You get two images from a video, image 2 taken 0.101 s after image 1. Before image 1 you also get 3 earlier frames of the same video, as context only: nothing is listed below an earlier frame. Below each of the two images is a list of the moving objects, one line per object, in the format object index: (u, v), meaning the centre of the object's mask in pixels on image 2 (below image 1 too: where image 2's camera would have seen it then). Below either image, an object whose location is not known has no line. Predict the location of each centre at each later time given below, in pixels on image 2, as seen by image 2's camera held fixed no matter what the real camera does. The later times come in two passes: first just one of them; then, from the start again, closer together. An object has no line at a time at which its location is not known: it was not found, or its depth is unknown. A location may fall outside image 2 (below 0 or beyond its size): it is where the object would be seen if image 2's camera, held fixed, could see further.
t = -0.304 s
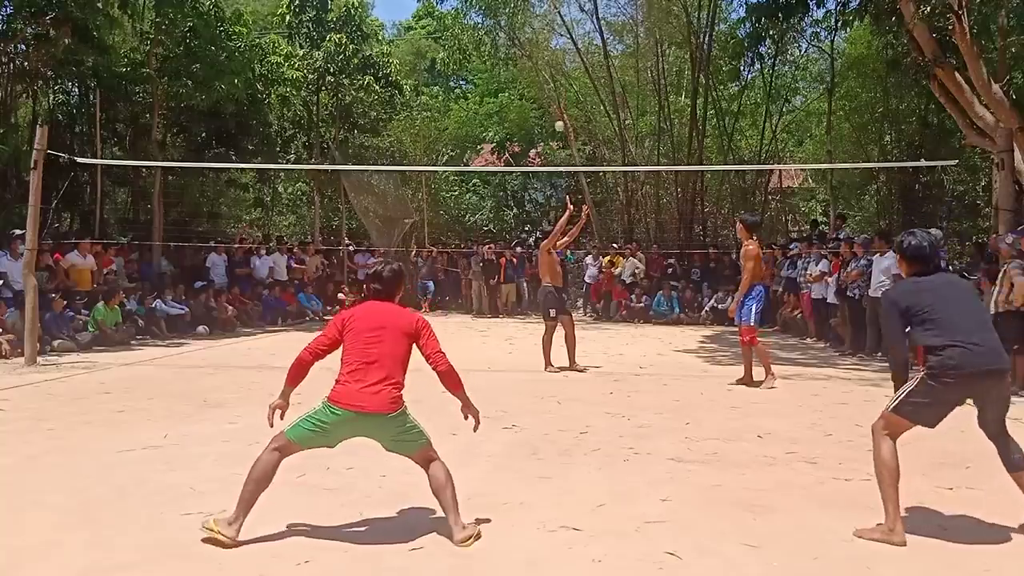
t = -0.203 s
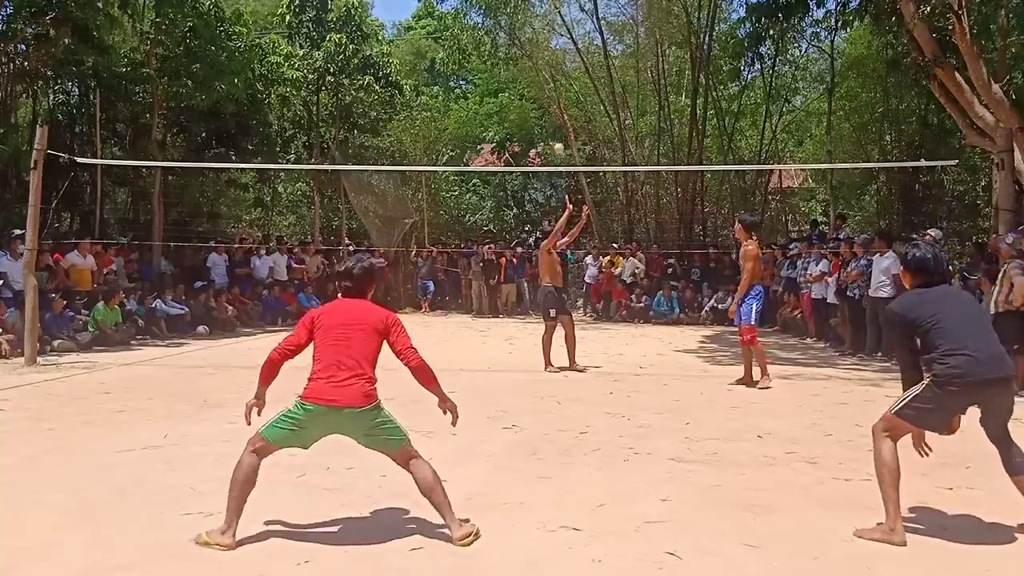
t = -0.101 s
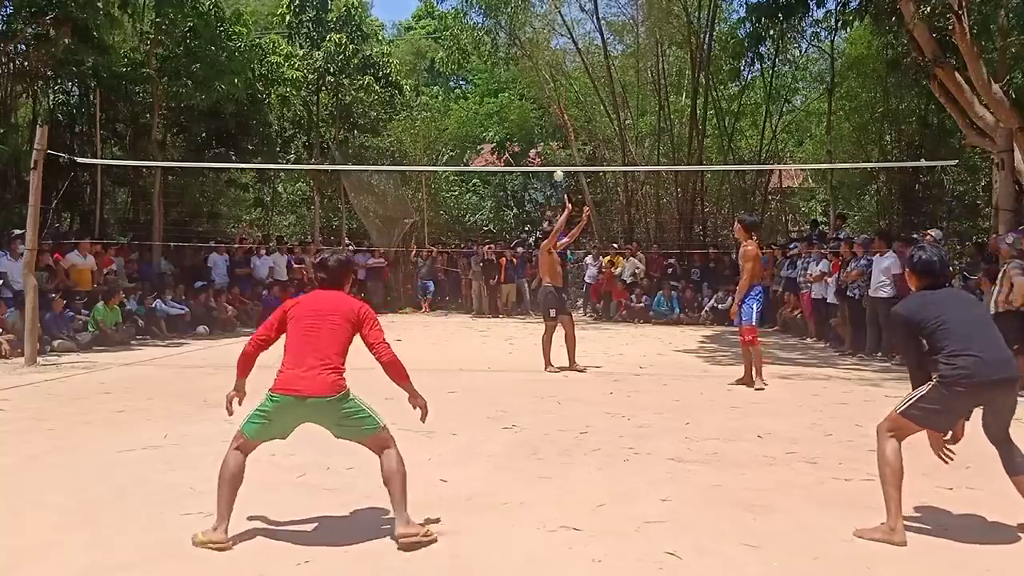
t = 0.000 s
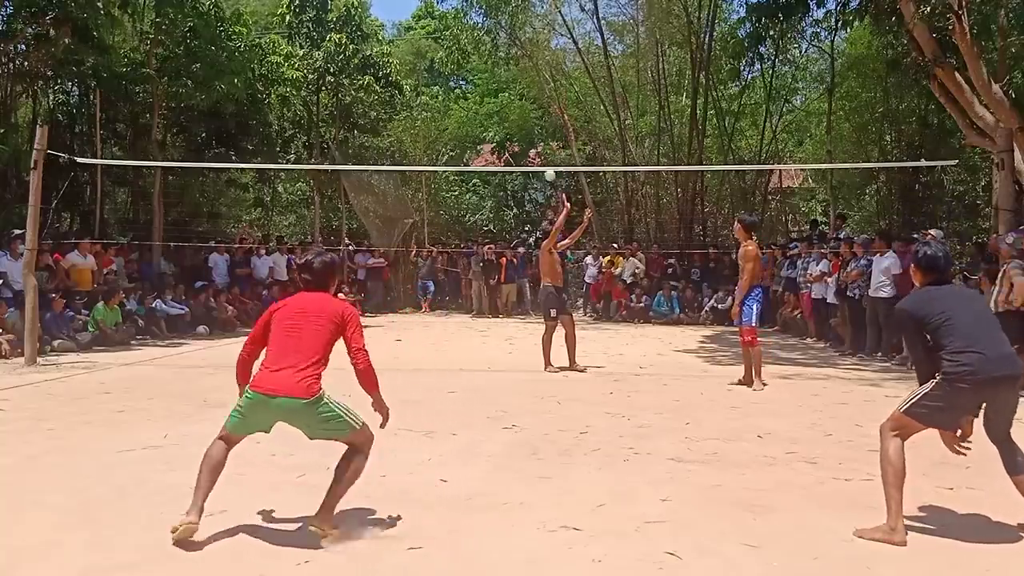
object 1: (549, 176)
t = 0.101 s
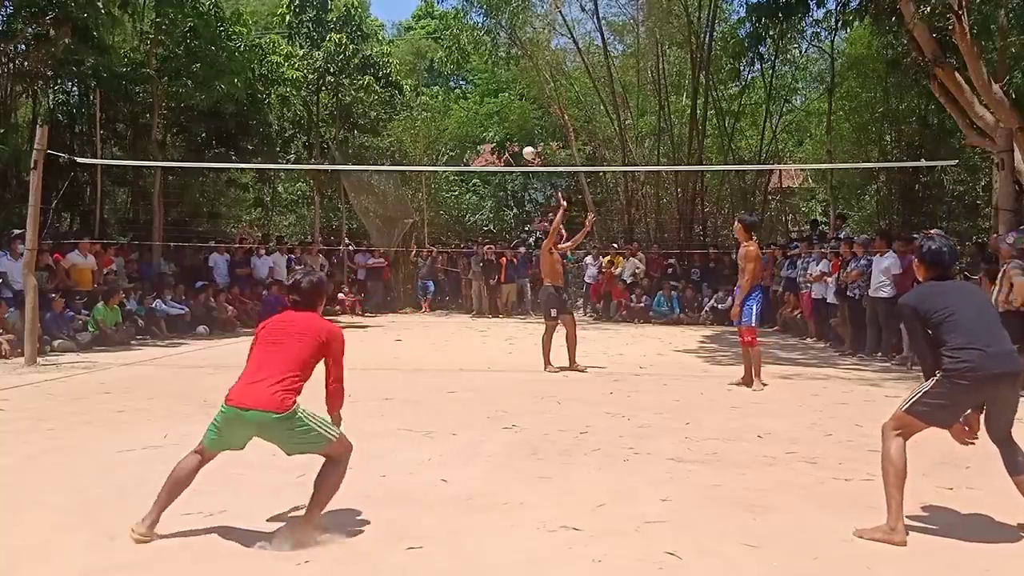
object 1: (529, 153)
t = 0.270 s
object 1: (471, 130)
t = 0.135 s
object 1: (519, 146)
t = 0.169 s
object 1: (510, 142)
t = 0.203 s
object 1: (498, 137)
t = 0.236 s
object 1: (486, 133)
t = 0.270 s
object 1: (471, 130)
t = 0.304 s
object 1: (455, 129)
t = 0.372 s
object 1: (417, 131)
